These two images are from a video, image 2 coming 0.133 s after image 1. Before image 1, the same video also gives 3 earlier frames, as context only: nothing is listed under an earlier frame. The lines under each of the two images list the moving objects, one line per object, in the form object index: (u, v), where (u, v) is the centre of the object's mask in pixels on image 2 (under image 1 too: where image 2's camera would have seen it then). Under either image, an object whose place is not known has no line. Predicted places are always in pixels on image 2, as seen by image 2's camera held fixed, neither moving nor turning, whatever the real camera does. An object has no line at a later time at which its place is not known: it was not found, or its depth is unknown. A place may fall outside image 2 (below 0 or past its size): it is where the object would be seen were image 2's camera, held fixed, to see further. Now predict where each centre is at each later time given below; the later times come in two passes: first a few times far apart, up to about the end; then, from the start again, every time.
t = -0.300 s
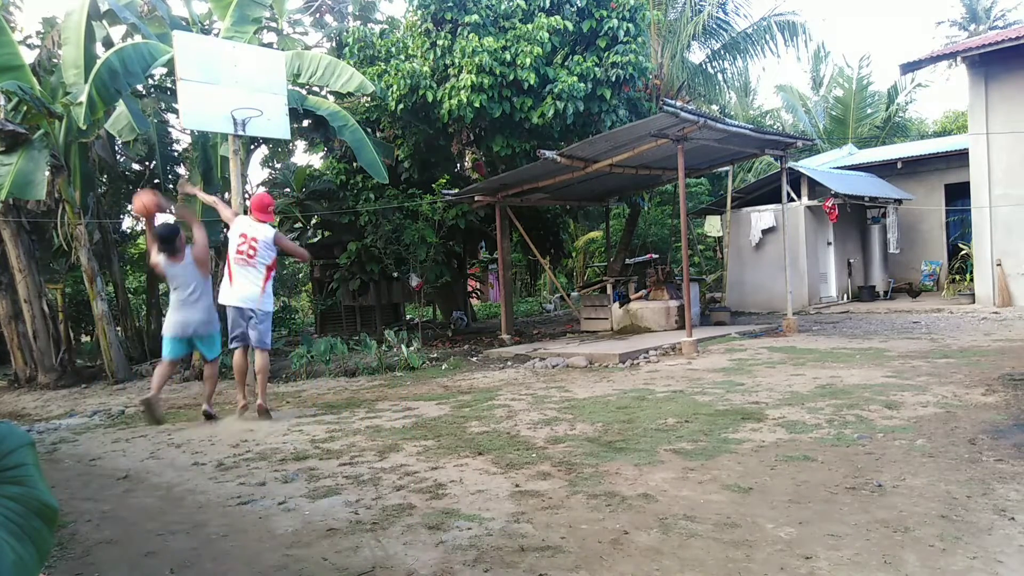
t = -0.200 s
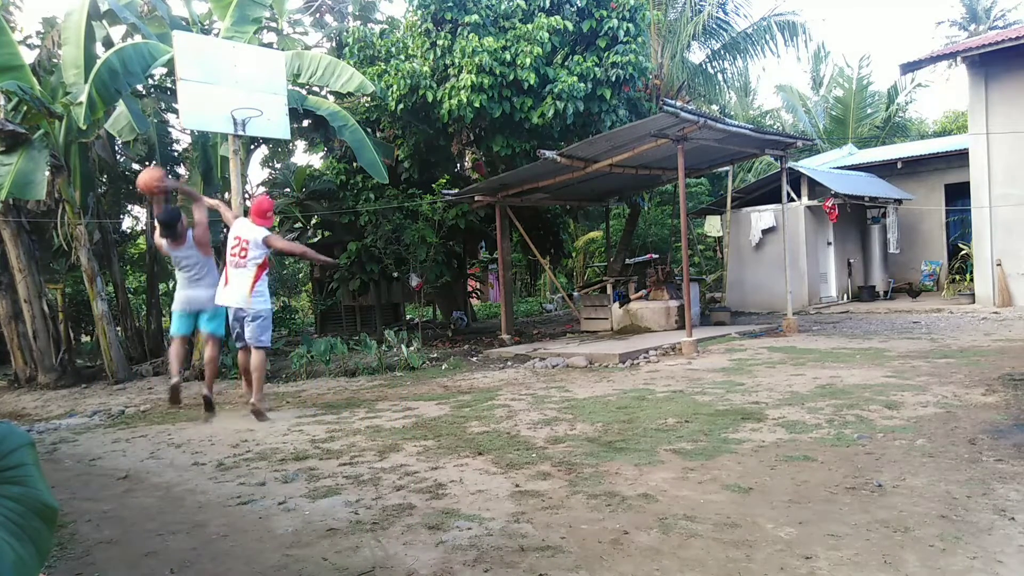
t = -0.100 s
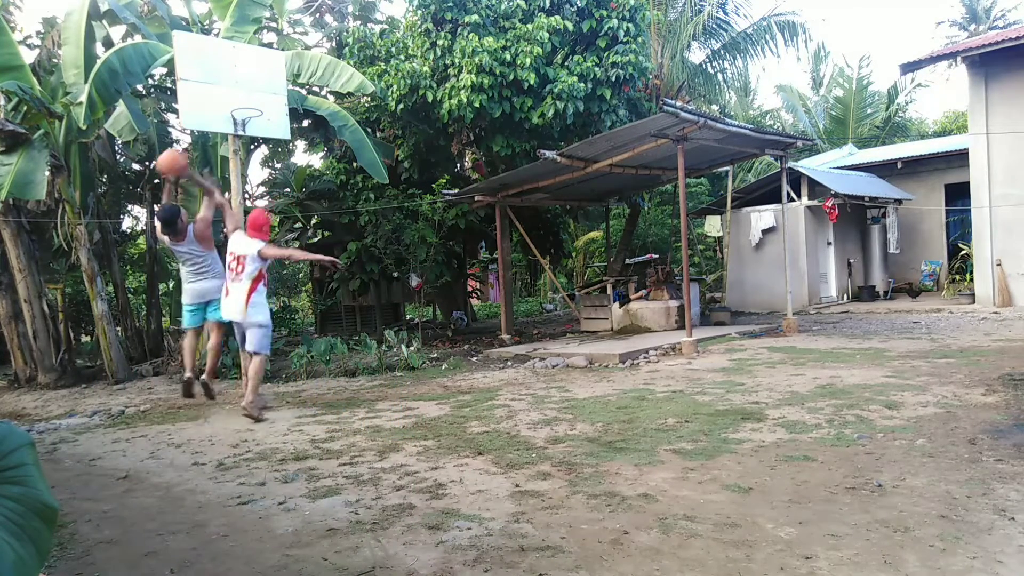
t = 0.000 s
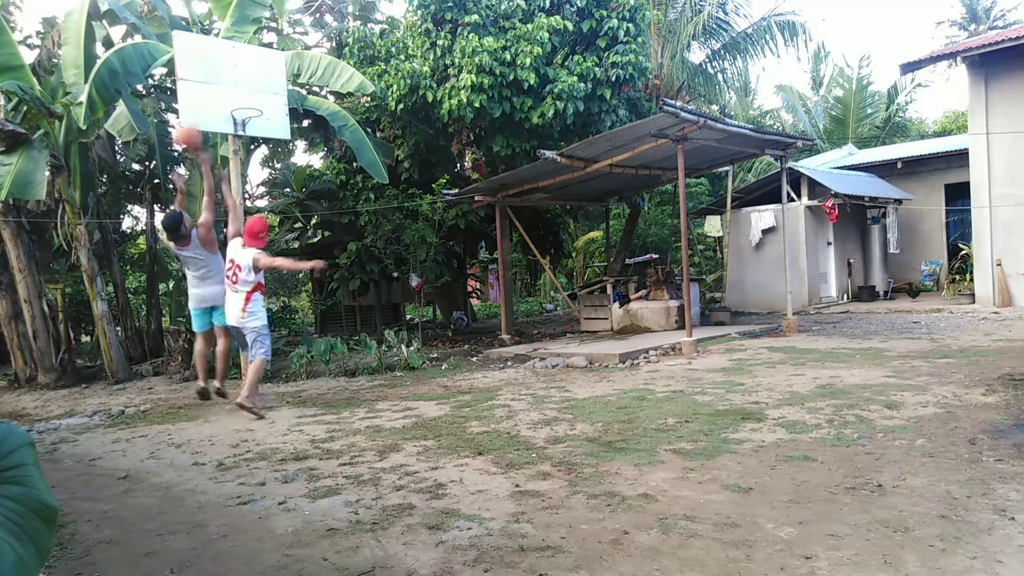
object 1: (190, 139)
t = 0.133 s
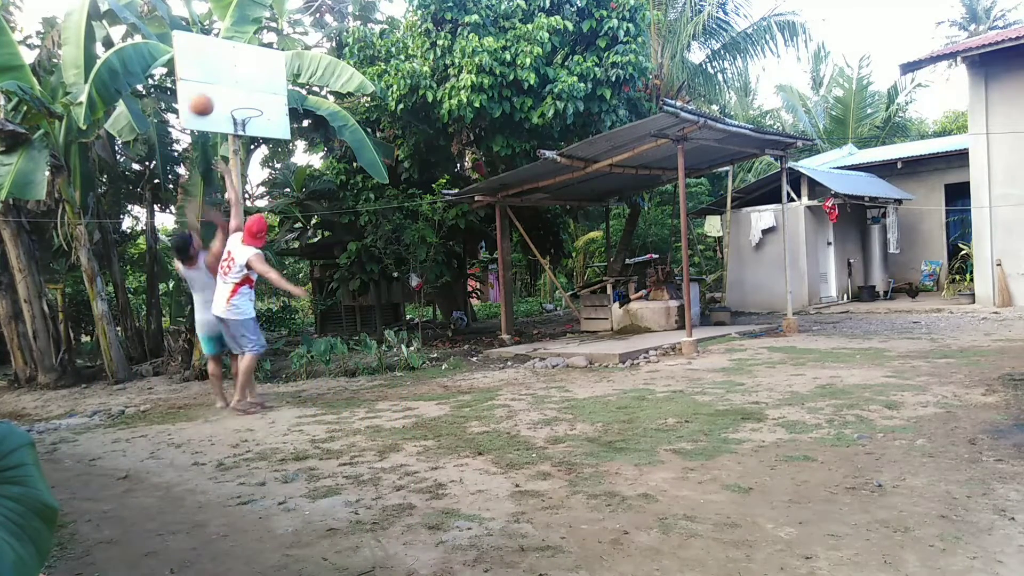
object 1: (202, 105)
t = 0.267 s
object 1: (220, 95)
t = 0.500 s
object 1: (259, 97)
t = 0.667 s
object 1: (284, 131)
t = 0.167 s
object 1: (205, 101)
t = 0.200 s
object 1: (207, 98)
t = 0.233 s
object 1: (210, 97)
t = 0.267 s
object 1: (220, 95)
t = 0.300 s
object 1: (229, 95)
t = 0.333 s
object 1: (238, 96)
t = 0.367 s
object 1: (243, 94)
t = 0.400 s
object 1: (246, 93)
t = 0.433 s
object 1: (251, 94)
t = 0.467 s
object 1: (255, 95)
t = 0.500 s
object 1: (259, 97)
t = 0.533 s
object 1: (264, 101)
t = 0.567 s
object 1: (269, 106)
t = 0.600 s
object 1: (274, 113)
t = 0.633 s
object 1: (278, 121)
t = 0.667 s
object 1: (284, 131)
